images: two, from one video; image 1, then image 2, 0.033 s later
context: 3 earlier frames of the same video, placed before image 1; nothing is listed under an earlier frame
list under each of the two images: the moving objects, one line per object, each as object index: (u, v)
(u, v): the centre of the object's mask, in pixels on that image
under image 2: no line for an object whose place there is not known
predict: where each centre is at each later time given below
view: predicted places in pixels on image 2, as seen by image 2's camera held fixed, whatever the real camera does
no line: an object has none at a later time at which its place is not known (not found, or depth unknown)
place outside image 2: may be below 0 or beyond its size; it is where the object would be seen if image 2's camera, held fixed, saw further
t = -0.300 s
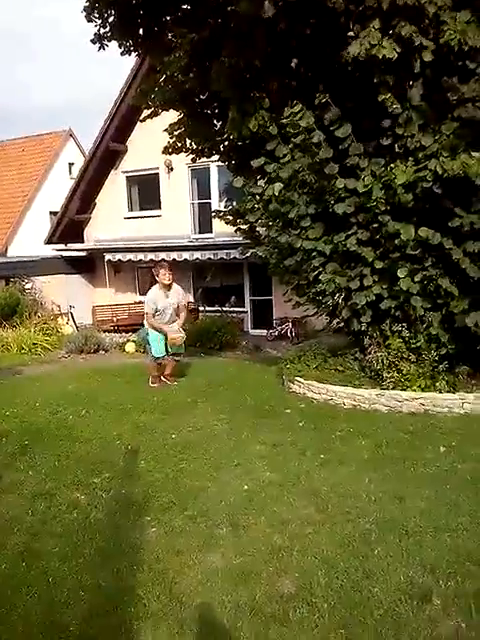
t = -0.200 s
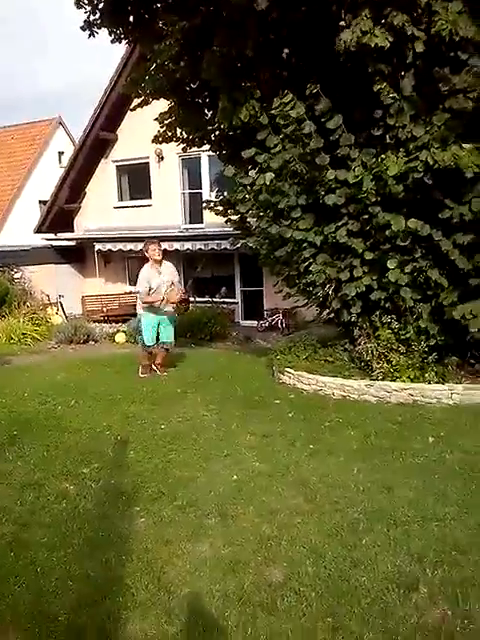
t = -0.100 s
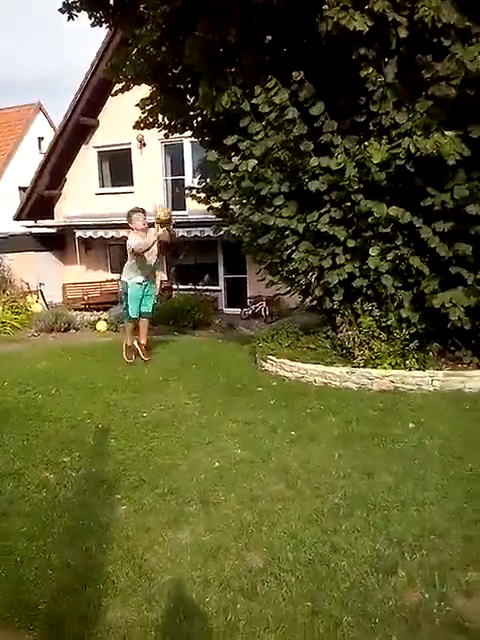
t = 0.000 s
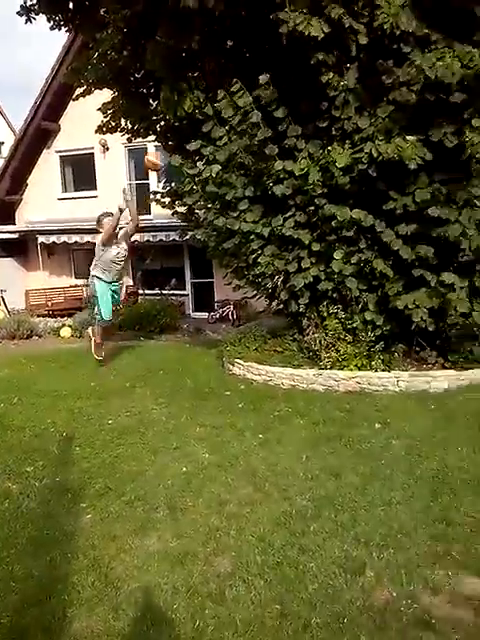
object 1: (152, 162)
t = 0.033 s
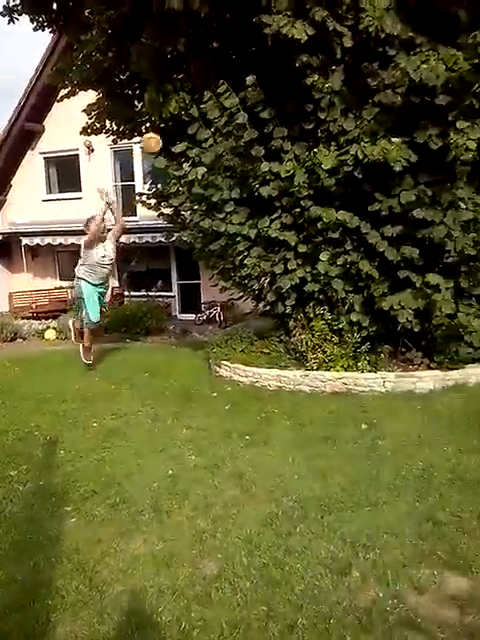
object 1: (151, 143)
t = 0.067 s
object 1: (163, 126)
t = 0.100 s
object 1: (176, 106)
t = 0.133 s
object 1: (191, 88)
